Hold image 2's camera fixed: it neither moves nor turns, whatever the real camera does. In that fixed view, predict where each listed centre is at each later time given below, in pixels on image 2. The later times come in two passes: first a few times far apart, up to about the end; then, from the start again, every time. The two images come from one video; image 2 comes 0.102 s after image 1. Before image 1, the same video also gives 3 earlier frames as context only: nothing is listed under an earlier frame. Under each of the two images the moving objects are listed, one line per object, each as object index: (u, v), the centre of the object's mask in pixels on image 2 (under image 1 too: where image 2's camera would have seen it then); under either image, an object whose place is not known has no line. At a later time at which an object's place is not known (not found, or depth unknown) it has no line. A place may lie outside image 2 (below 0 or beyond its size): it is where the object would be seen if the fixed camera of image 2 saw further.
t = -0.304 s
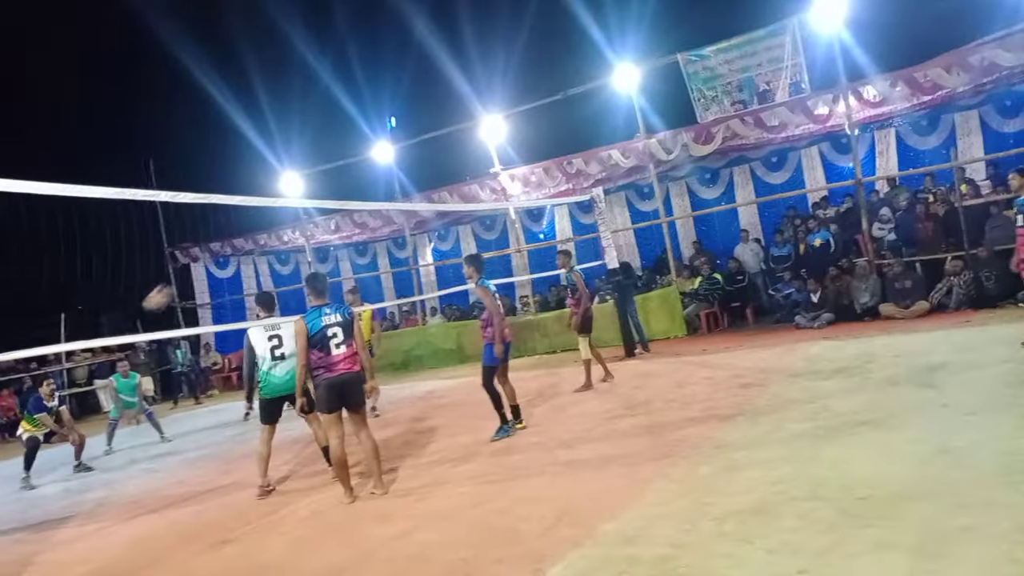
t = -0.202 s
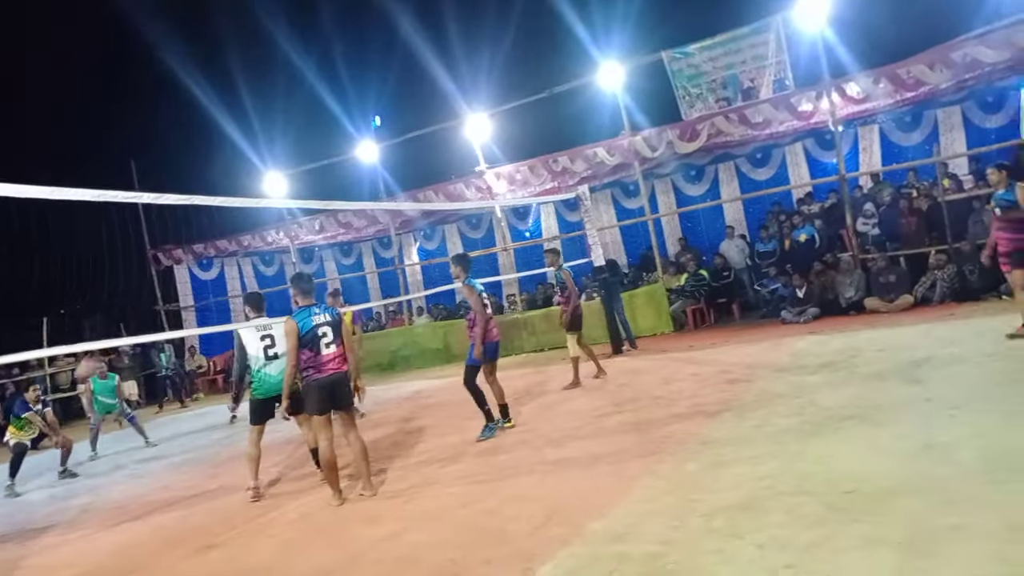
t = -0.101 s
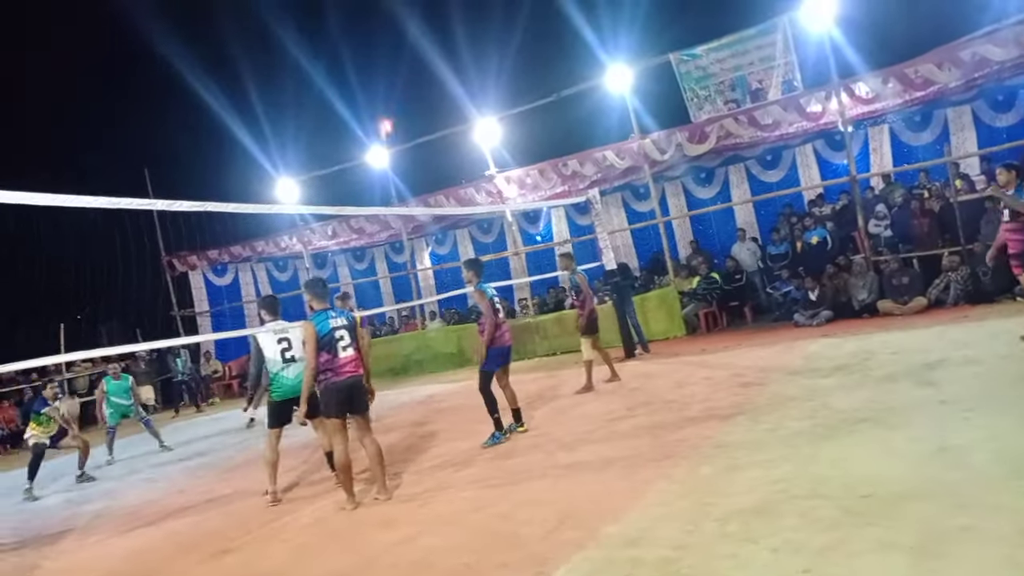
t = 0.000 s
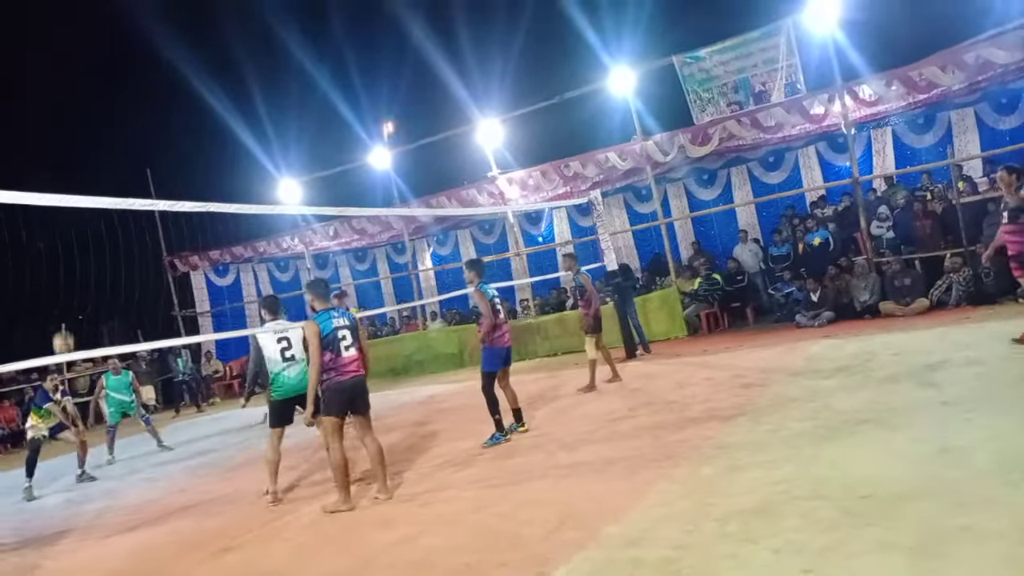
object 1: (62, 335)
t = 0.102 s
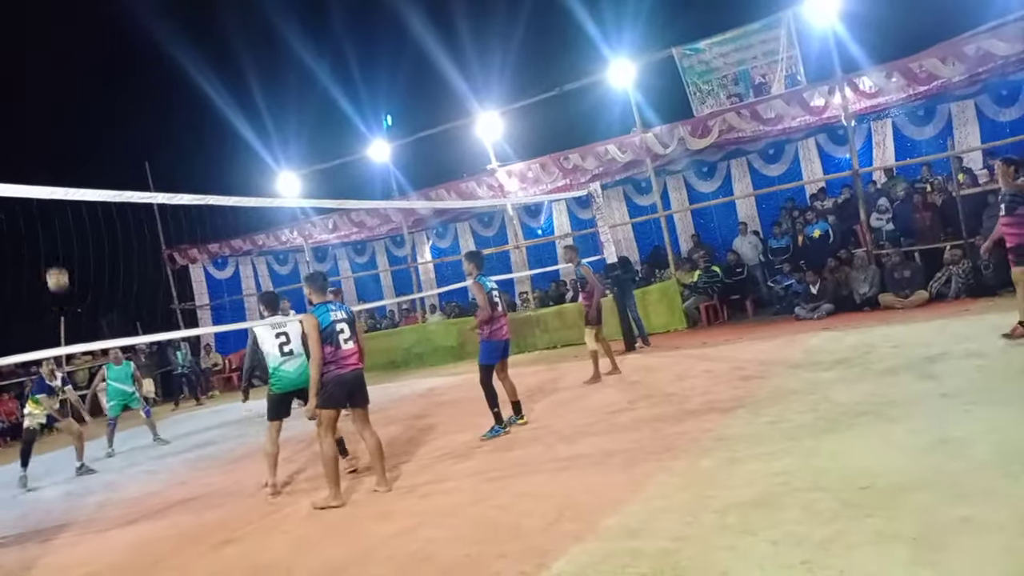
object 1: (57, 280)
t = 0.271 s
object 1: (48, 202)
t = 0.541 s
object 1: (45, 97)
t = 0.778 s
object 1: (52, 60)
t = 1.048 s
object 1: (76, 90)
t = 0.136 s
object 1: (55, 261)
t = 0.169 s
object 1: (54, 243)
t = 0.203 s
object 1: (52, 226)
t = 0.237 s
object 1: (51, 210)
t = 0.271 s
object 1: (48, 202)
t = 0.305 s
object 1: (48, 177)
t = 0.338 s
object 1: (48, 166)
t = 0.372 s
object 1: (47, 152)
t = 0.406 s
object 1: (46, 139)
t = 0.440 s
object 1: (46, 126)
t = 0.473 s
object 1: (45, 116)
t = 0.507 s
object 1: (45, 106)
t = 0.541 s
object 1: (45, 97)
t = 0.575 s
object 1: (46, 89)
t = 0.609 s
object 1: (47, 81)
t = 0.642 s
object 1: (48, 75)
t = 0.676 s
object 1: (49, 70)
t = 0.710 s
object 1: (49, 65)
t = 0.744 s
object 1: (51, 62)
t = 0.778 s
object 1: (52, 60)
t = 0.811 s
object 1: (53, 60)
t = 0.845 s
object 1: (55, 60)
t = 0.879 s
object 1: (58, 61)
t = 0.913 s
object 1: (61, 64)
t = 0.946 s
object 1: (64, 68)
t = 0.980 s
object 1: (67, 74)
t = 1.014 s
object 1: (71, 82)
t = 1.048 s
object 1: (76, 90)
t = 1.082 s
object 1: (82, 101)
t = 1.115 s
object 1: (86, 112)
